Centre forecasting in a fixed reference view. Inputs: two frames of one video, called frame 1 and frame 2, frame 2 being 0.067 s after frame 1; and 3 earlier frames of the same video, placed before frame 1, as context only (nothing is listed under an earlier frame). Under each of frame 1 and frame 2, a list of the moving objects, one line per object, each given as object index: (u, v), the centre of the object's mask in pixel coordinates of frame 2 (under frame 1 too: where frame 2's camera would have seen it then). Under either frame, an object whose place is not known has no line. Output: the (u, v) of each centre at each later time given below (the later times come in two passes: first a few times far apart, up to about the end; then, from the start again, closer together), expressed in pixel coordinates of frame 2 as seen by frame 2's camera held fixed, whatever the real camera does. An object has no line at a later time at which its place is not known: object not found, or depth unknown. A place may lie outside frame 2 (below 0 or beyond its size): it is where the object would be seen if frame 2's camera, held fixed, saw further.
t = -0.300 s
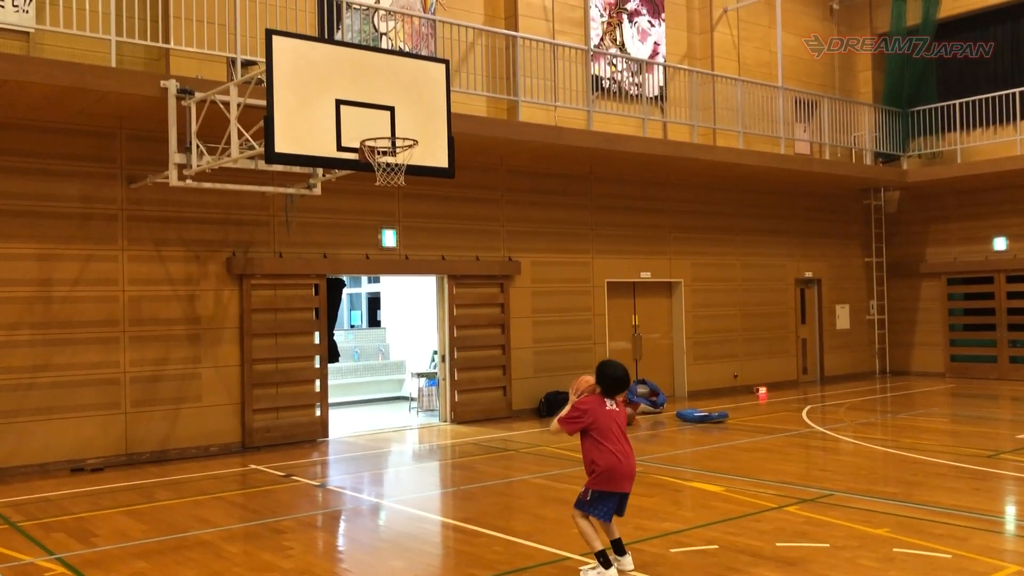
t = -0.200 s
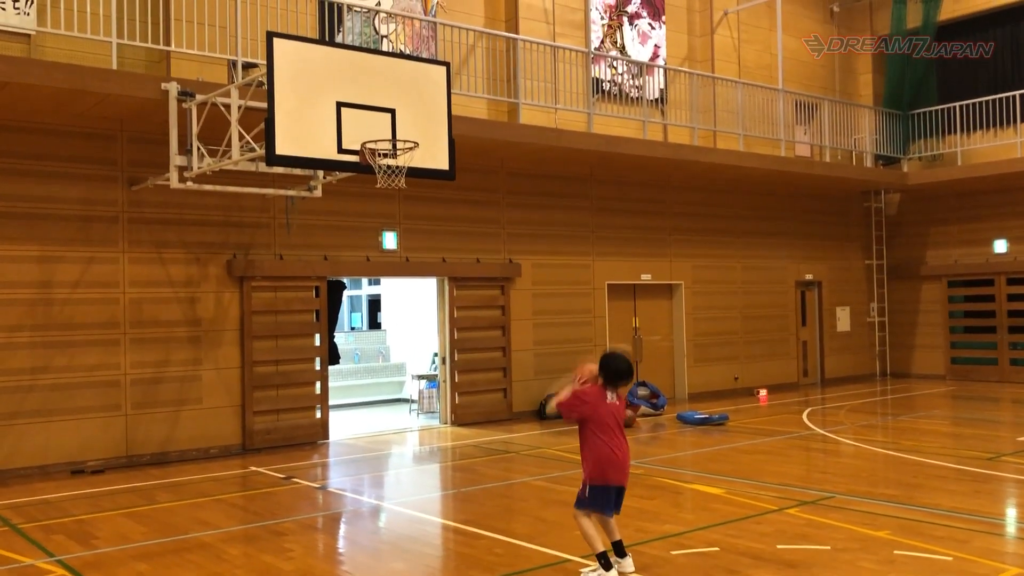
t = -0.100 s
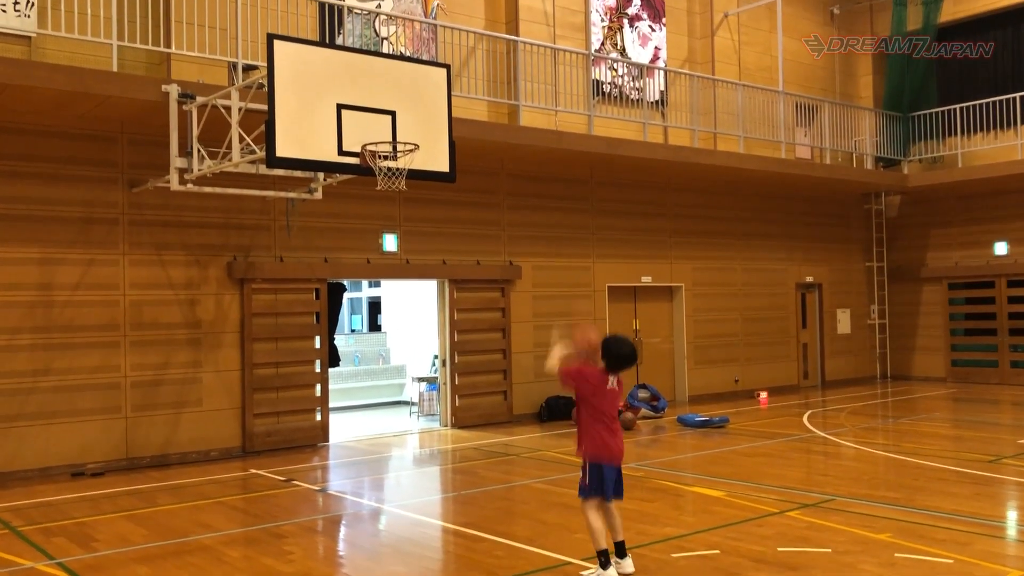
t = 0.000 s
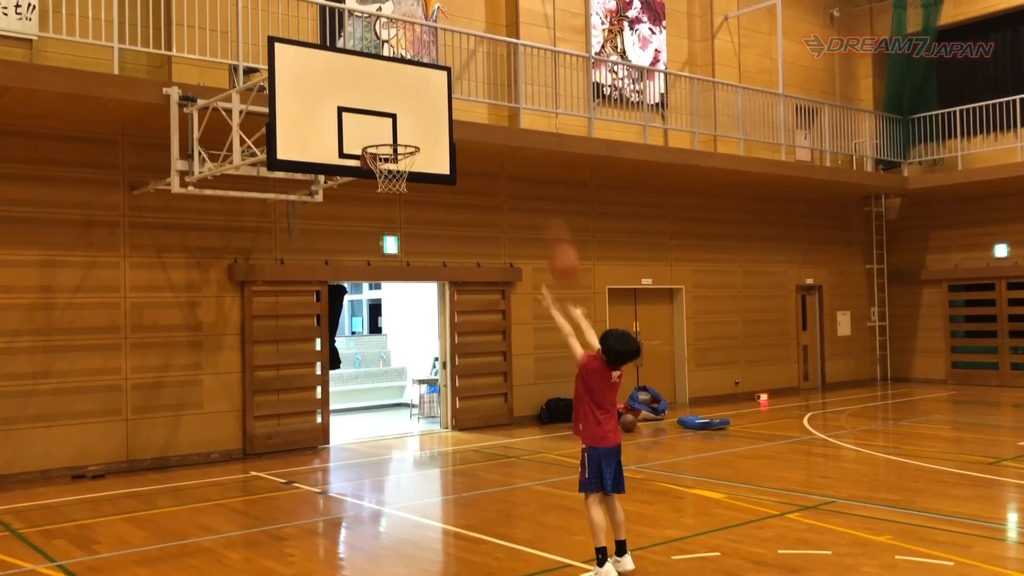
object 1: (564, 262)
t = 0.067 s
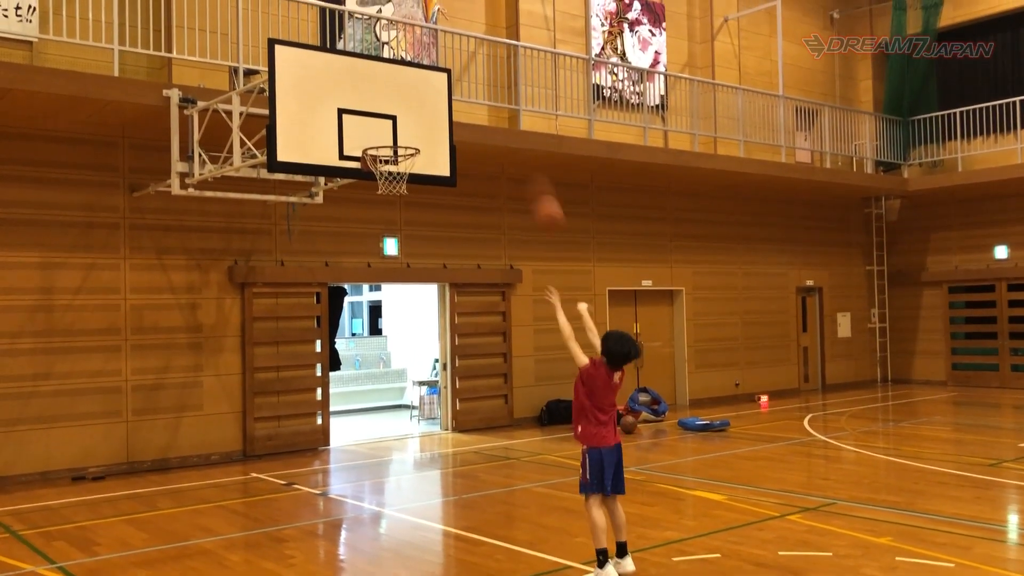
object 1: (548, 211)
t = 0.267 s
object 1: (502, 111)
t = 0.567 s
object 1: (445, 68)
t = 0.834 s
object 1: (406, 121)
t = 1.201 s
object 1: (373, 265)
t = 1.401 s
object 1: (360, 382)
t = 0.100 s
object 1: (540, 190)
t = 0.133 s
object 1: (532, 169)
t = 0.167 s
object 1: (525, 151)
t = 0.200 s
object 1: (516, 137)
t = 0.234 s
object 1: (508, 124)
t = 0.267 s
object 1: (502, 111)
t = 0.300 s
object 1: (494, 100)
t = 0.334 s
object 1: (488, 90)
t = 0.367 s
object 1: (482, 83)
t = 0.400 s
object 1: (474, 76)
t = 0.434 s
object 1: (469, 72)
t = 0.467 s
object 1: (462, 69)
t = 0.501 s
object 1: (456, 67)
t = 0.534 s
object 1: (451, 67)
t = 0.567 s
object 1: (445, 68)
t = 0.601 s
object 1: (440, 71)
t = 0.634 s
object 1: (434, 74)
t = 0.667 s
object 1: (430, 79)
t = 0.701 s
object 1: (425, 85)
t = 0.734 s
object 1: (420, 92)
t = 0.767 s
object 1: (415, 100)
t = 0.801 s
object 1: (410, 109)
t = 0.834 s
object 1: (406, 121)
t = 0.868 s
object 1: (401, 133)
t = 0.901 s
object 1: (396, 147)
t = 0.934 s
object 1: (393, 159)
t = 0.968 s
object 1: (390, 176)
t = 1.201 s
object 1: (373, 265)
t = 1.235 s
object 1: (371, 277)
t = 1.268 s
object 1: (369, 304)
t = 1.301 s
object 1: (368, 318)
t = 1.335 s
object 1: (364, 341)
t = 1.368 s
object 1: (362, 359)
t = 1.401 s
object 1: (360, 382)
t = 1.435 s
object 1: (357, 404)
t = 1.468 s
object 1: (355, 429)
